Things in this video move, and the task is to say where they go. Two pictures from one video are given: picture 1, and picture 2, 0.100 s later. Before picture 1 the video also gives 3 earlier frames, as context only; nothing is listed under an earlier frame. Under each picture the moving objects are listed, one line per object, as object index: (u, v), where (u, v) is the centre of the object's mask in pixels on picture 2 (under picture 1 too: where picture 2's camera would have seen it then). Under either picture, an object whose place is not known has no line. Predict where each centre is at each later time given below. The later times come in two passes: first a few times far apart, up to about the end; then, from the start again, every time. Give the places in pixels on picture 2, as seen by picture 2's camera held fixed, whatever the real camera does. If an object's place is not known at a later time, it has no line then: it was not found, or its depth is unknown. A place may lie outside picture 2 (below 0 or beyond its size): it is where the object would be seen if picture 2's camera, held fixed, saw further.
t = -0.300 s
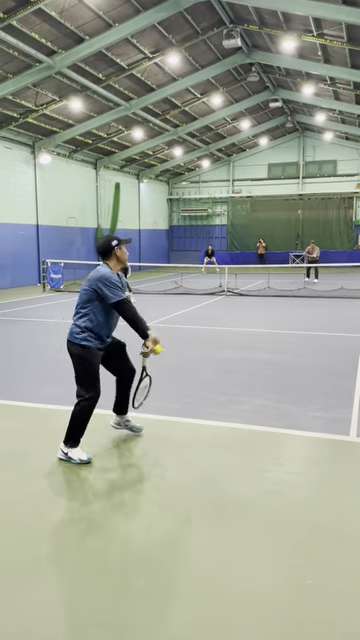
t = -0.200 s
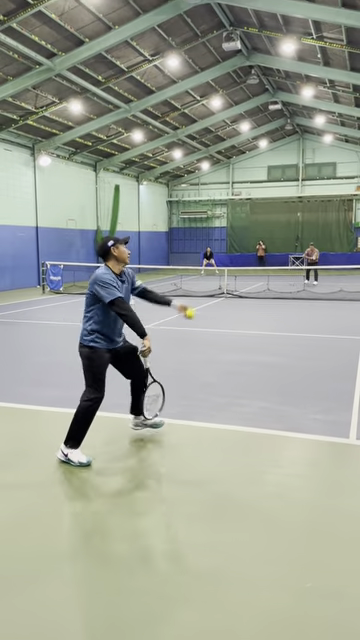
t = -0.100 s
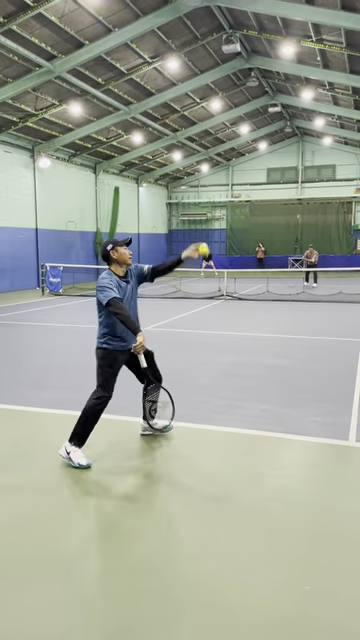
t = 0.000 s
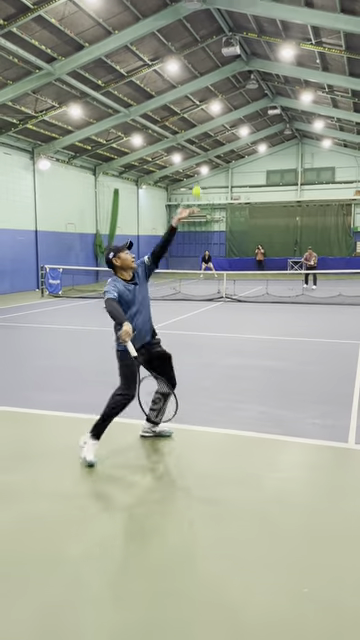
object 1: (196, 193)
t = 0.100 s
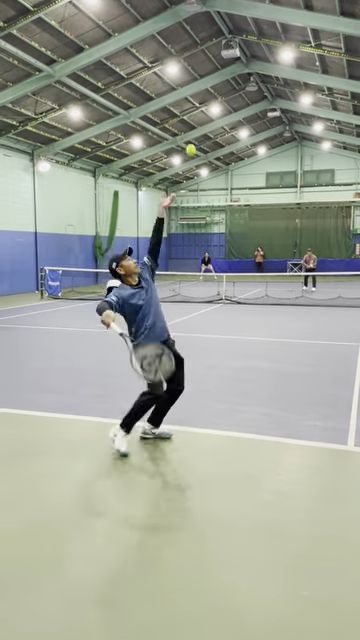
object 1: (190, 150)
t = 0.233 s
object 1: (183, 114)
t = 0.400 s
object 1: (174, 104)
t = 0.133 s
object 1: (189, 138)
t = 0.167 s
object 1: (187, 128)
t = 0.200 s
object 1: (185, 120)
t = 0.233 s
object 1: (183, 114)
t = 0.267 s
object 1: (180, 109)
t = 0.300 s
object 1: (179, 105)
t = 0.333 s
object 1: (177, 103)
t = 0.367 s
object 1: (176, 103)
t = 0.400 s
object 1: (174, 104)
